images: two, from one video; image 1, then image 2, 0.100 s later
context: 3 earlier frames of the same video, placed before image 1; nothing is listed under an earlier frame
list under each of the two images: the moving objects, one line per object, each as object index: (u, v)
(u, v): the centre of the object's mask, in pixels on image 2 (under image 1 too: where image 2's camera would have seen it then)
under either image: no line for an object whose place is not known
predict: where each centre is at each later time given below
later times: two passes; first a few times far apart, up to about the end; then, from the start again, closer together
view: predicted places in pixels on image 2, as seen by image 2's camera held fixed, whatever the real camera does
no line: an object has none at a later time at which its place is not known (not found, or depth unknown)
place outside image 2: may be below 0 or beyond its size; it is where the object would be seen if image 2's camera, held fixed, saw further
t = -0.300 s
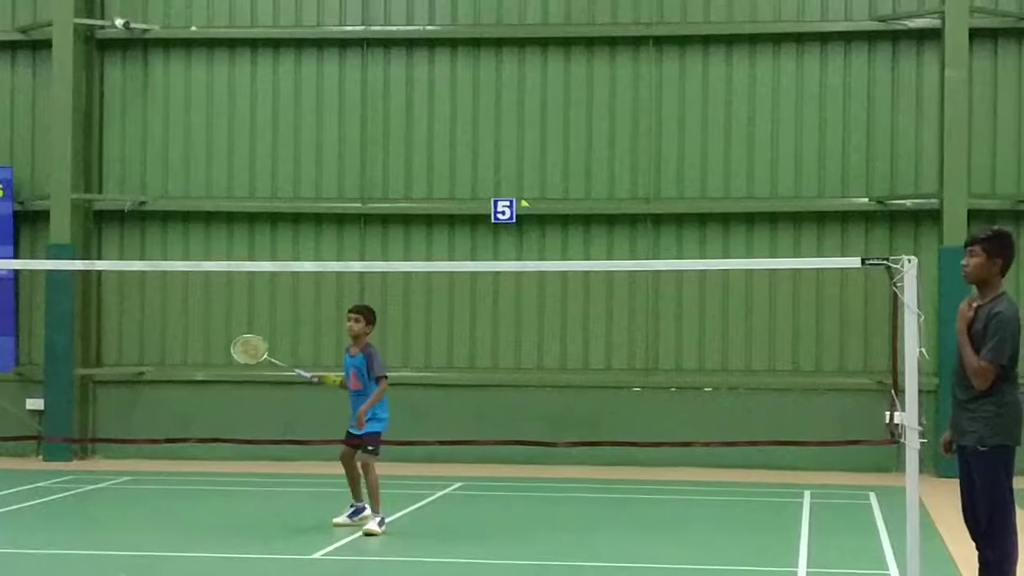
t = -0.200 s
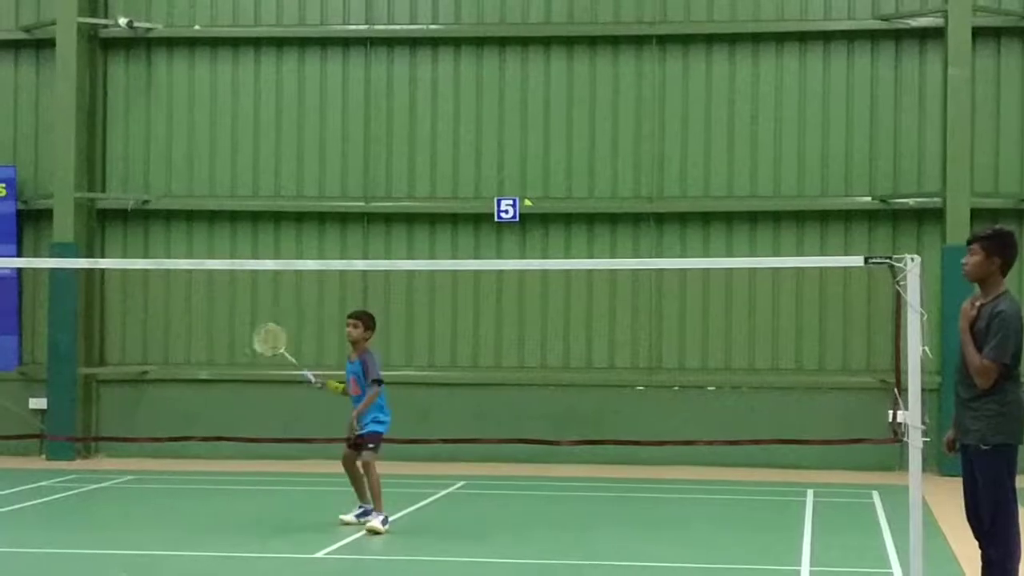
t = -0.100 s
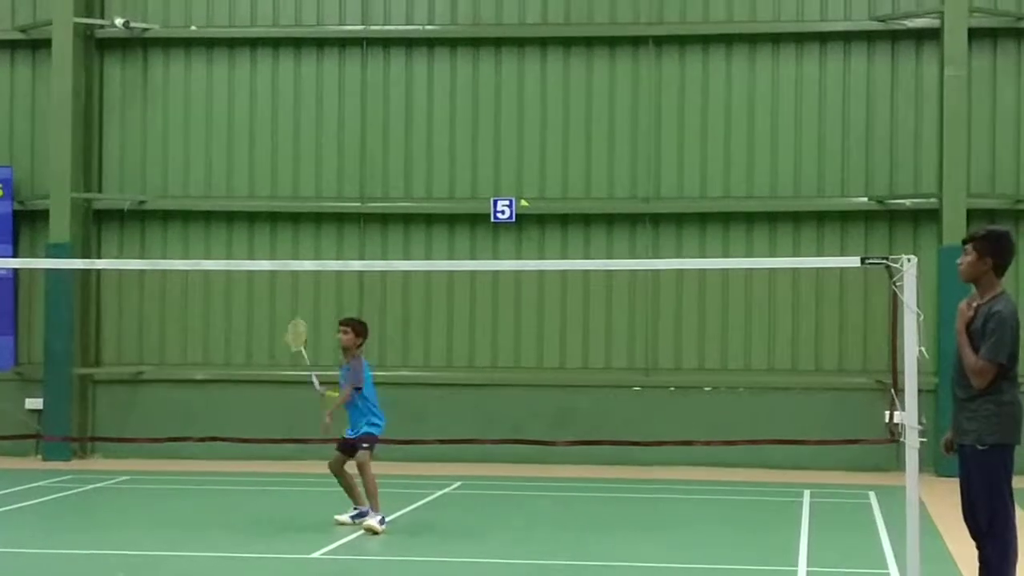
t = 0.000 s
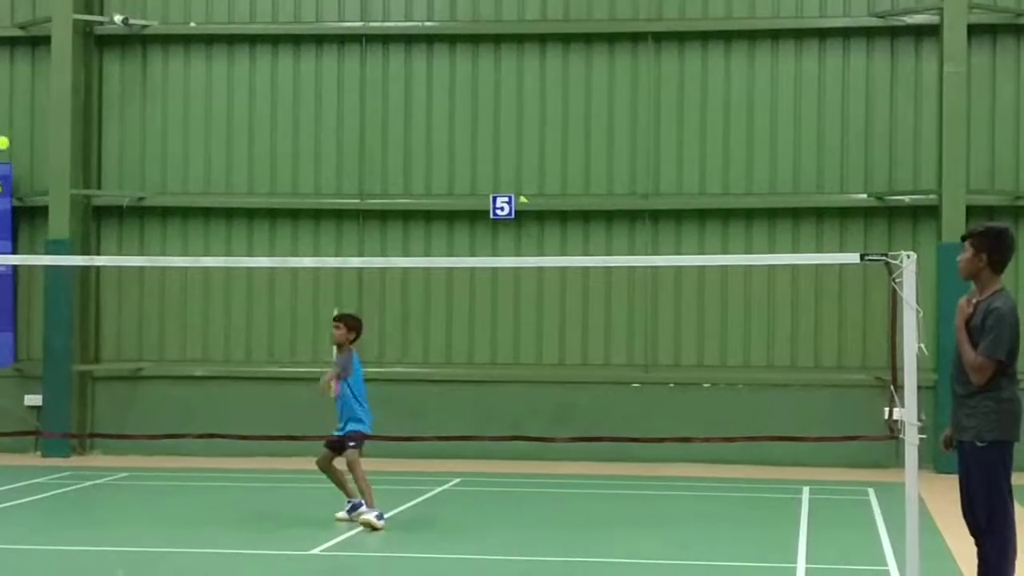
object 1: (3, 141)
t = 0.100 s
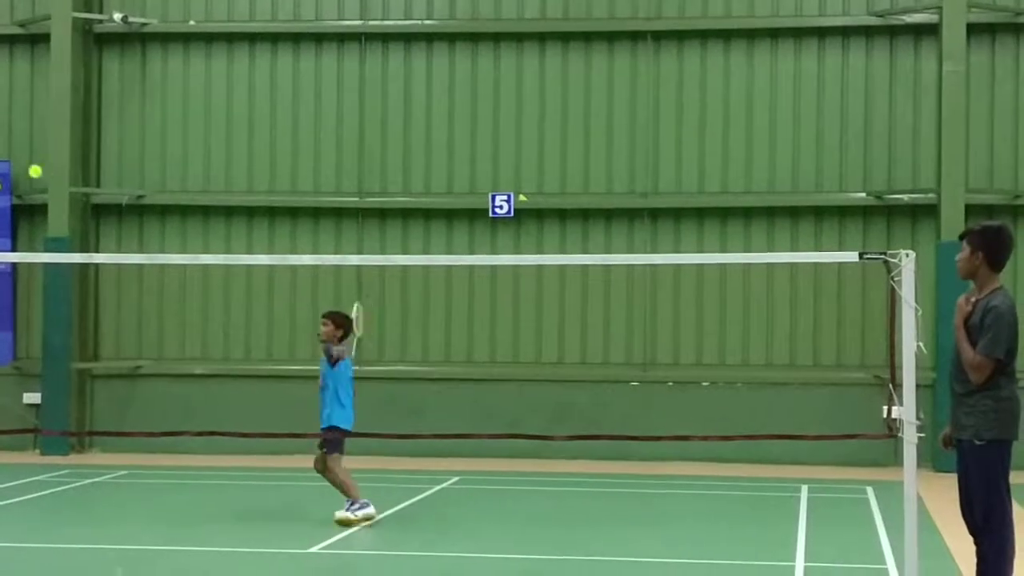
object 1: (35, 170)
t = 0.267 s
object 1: (76, 242)
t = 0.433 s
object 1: (106, 333)
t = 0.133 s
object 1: (44, 183)
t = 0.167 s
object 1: (53, 197)
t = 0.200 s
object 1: (62, 211)
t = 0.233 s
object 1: (69, 226)
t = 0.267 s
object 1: (76, 242)
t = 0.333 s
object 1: (89, 277)
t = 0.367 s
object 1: (95, 295)
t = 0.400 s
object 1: (100, 313)
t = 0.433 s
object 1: (106, 333)
